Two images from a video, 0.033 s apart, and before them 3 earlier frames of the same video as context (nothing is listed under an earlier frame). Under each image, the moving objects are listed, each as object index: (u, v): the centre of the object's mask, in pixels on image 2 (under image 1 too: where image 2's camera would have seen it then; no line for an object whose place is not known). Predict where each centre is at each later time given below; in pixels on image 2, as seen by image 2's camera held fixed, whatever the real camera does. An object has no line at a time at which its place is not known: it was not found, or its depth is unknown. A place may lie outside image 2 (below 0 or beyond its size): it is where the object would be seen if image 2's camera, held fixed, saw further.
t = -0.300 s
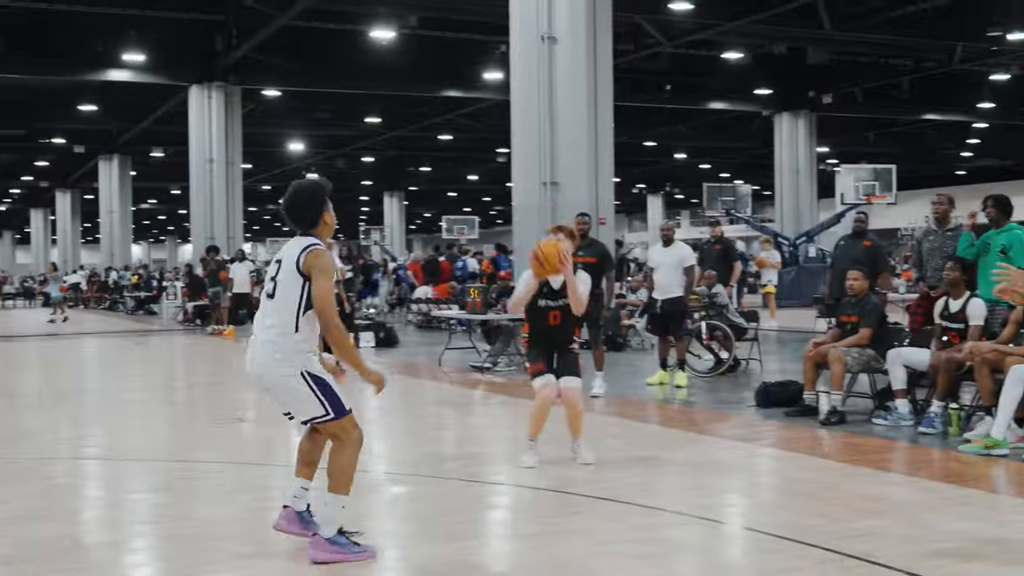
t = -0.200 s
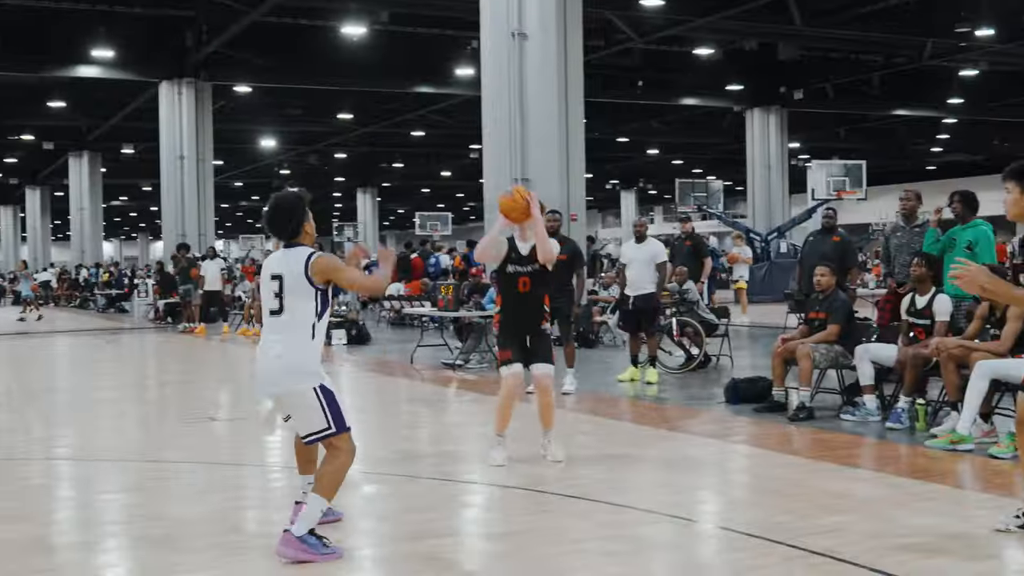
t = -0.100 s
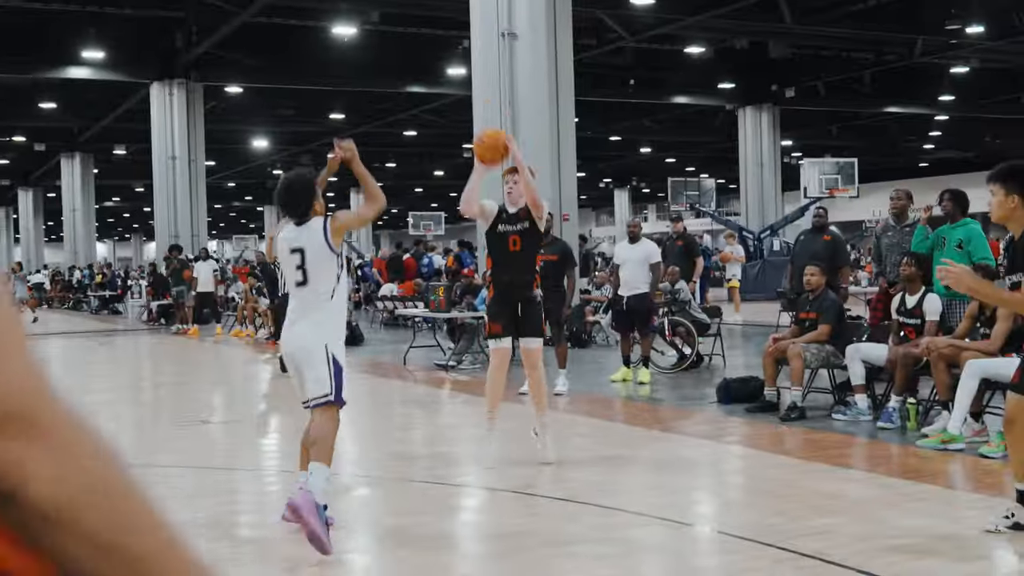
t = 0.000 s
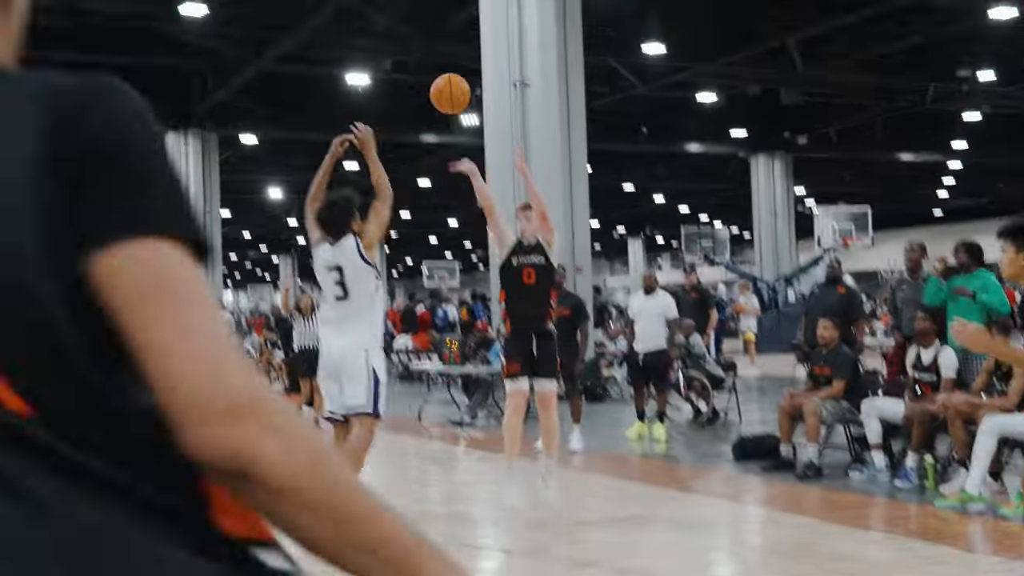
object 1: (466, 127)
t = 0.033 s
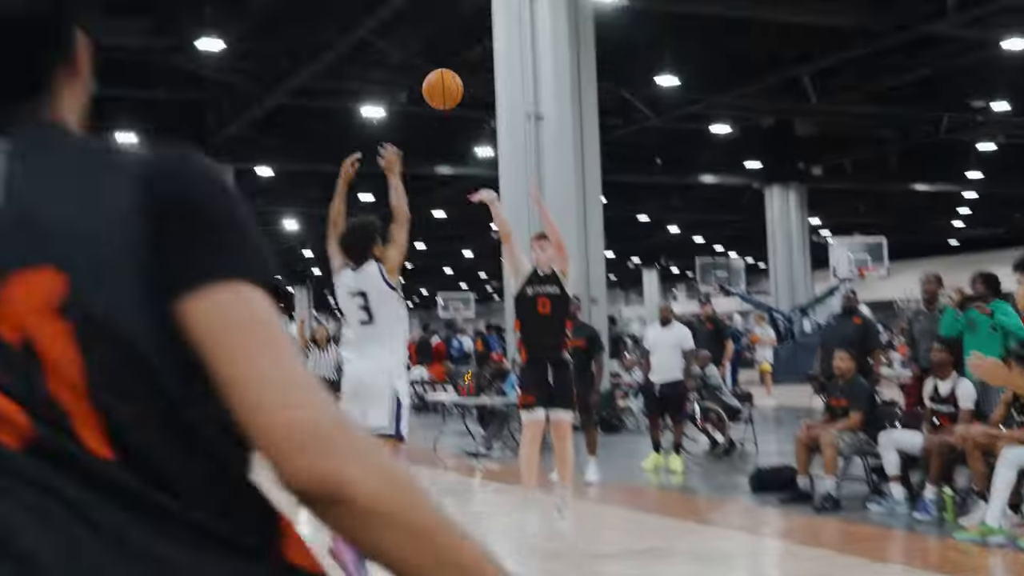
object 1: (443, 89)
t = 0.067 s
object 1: (419, 51)
